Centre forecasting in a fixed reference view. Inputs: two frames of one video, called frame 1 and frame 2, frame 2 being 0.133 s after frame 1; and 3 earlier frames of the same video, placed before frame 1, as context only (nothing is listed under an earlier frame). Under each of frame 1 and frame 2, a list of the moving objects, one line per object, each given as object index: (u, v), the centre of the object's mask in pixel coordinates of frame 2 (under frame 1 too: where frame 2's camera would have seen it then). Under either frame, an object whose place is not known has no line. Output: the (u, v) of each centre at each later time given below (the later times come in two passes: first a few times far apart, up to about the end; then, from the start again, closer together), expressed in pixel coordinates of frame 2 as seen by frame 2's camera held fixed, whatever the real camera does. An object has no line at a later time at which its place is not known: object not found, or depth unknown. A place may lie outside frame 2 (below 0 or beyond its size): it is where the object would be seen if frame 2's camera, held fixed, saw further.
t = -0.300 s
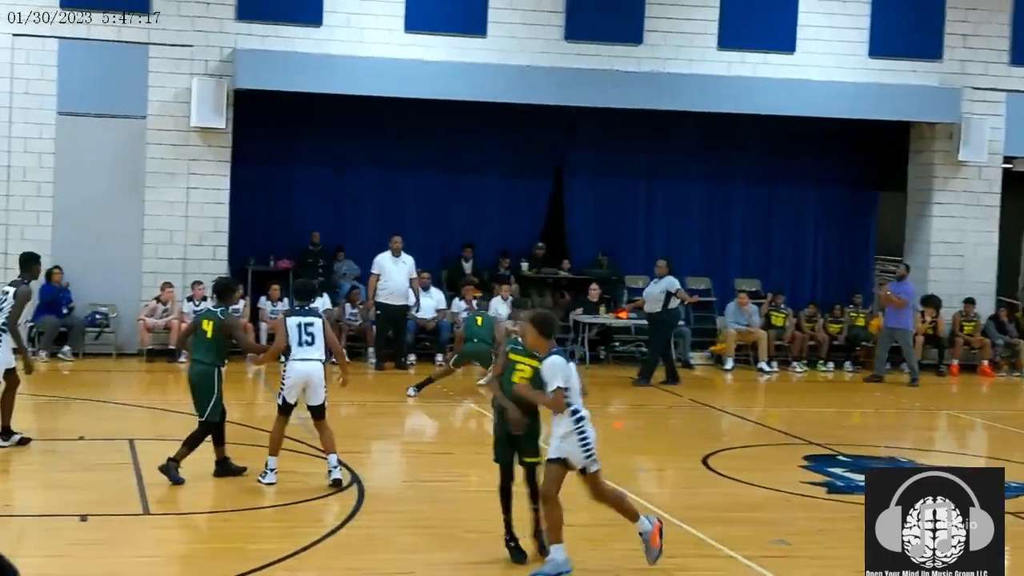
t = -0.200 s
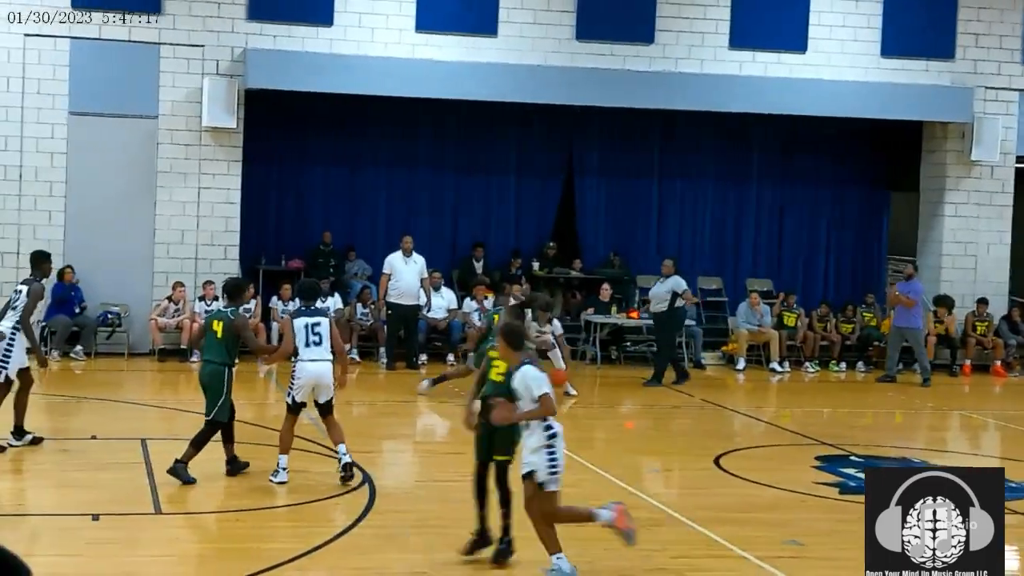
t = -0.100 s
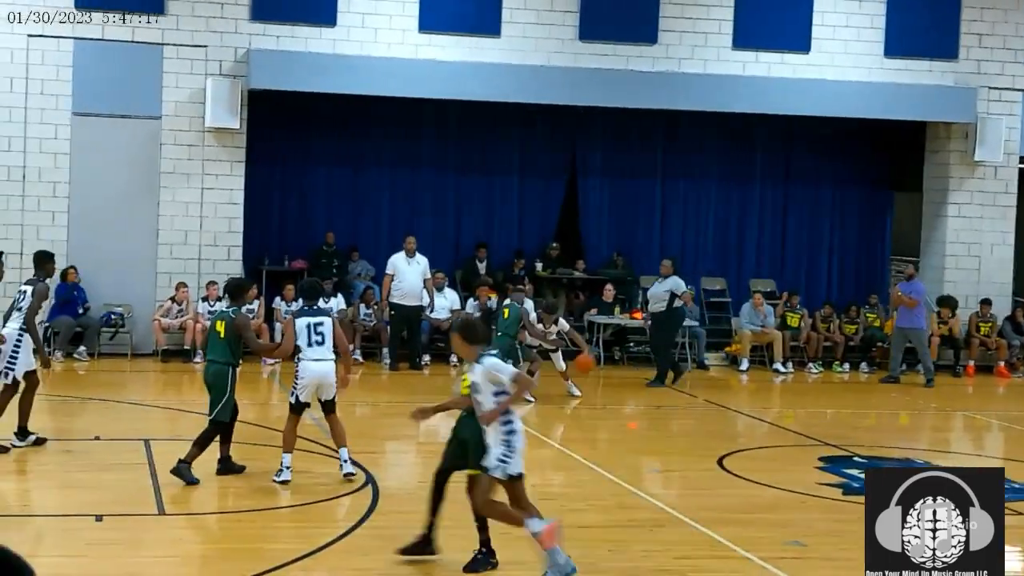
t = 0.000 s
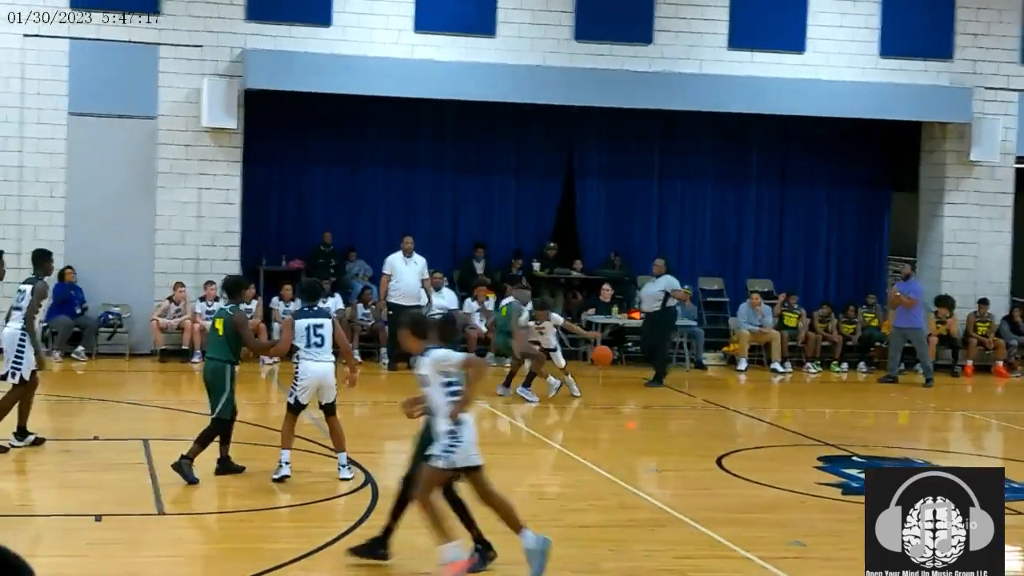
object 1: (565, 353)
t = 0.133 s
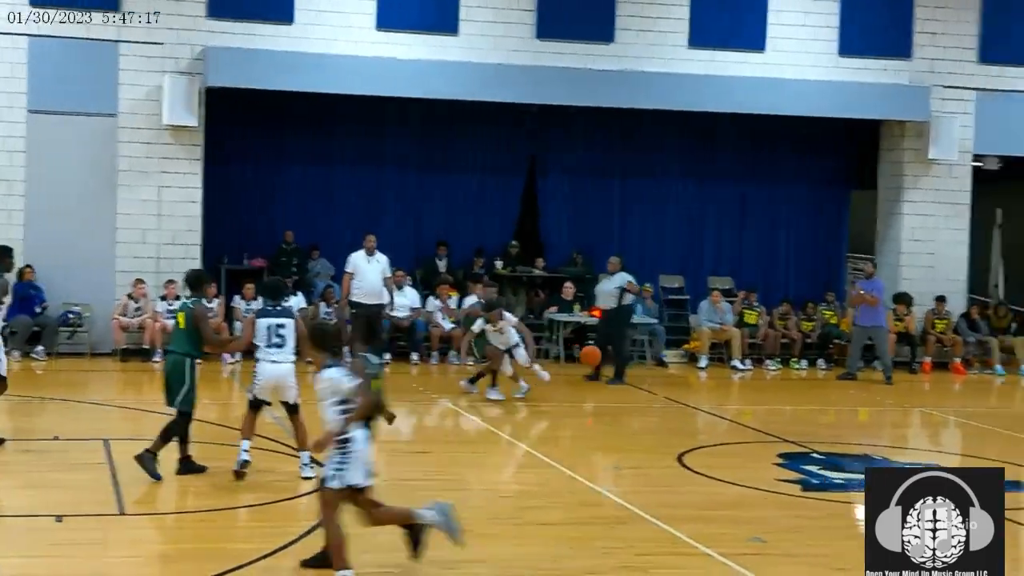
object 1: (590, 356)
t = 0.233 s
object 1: (610, 367)
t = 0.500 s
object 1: (668, 410)
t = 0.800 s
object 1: (739, 408)
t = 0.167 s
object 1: (597, 358)
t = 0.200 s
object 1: (604, 363)
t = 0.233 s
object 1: (610, 367)
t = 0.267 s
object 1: (617, 373)
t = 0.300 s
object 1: (623, 380)
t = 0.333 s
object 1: (631, 389)
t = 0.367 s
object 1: (638, 398)
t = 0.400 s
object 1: (646, 408)
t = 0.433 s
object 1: (652, 420)
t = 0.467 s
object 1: (660, 416)
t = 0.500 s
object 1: (668, 410)
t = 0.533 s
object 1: (676, 407)
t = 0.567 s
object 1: (684, 403)
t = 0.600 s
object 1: (692, 400)
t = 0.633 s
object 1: (700, 399)
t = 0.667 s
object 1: (708, 399)
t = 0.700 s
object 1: (716, 400)
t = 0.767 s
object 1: (730, 404)
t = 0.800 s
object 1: (739, 408)
